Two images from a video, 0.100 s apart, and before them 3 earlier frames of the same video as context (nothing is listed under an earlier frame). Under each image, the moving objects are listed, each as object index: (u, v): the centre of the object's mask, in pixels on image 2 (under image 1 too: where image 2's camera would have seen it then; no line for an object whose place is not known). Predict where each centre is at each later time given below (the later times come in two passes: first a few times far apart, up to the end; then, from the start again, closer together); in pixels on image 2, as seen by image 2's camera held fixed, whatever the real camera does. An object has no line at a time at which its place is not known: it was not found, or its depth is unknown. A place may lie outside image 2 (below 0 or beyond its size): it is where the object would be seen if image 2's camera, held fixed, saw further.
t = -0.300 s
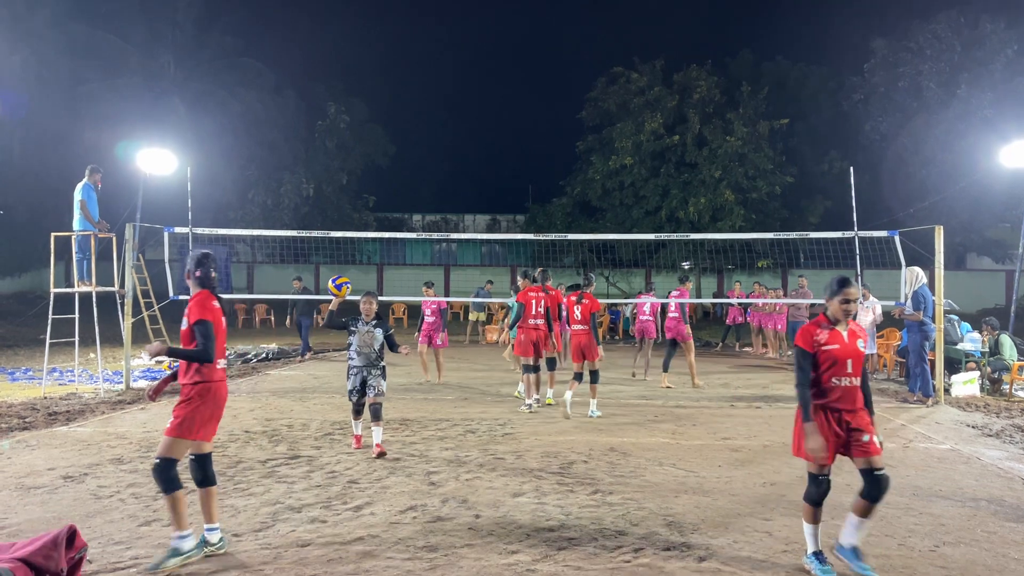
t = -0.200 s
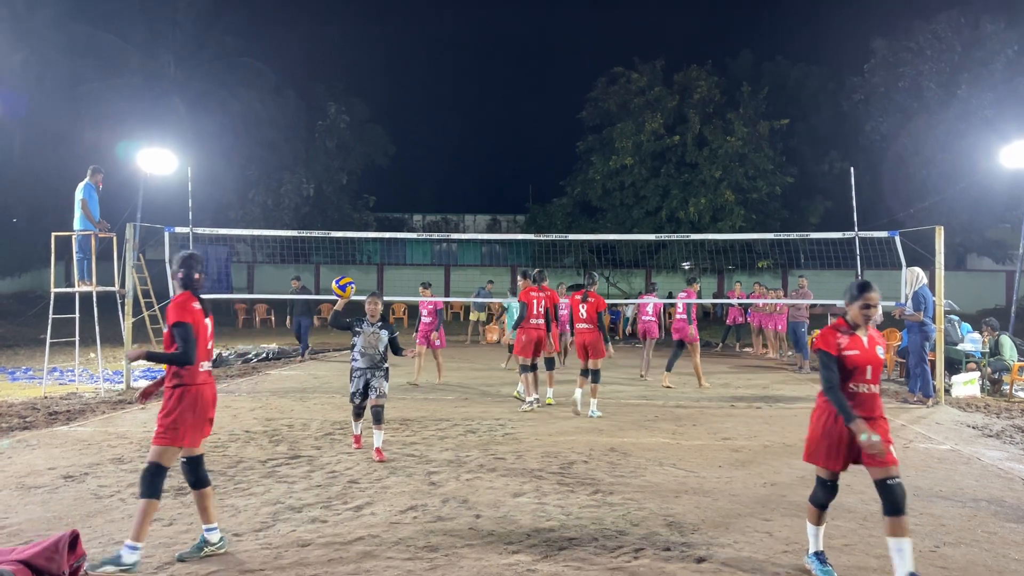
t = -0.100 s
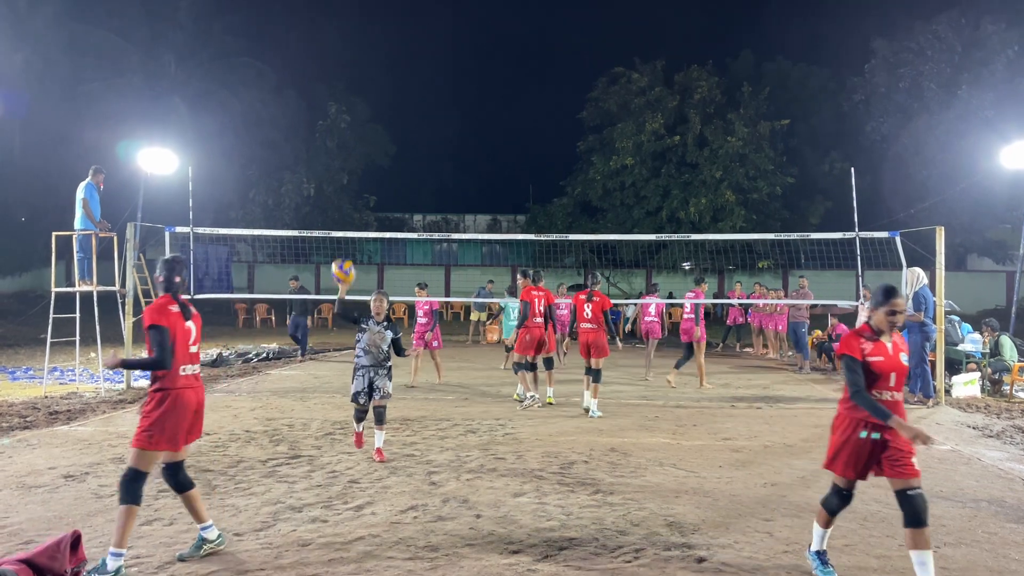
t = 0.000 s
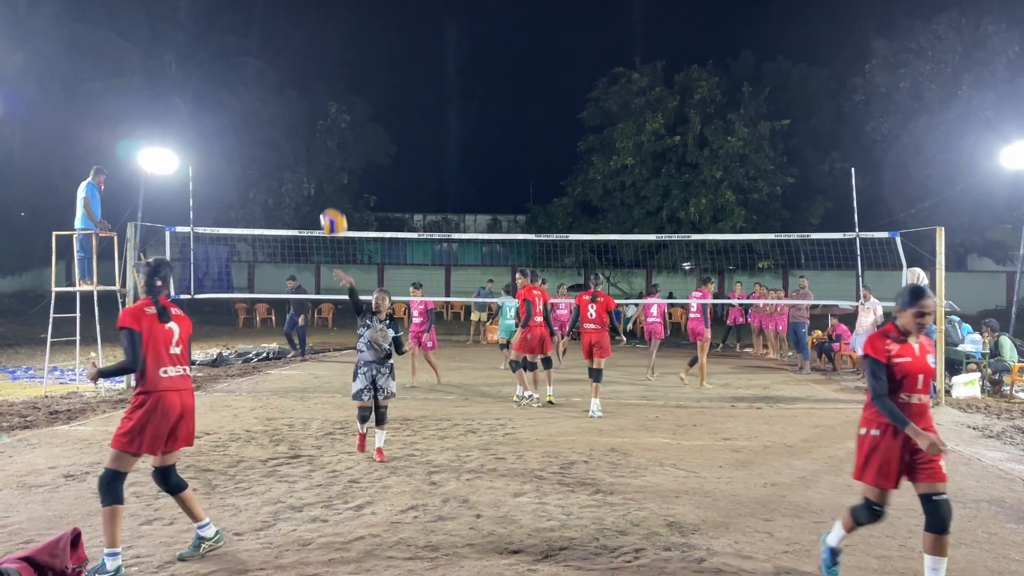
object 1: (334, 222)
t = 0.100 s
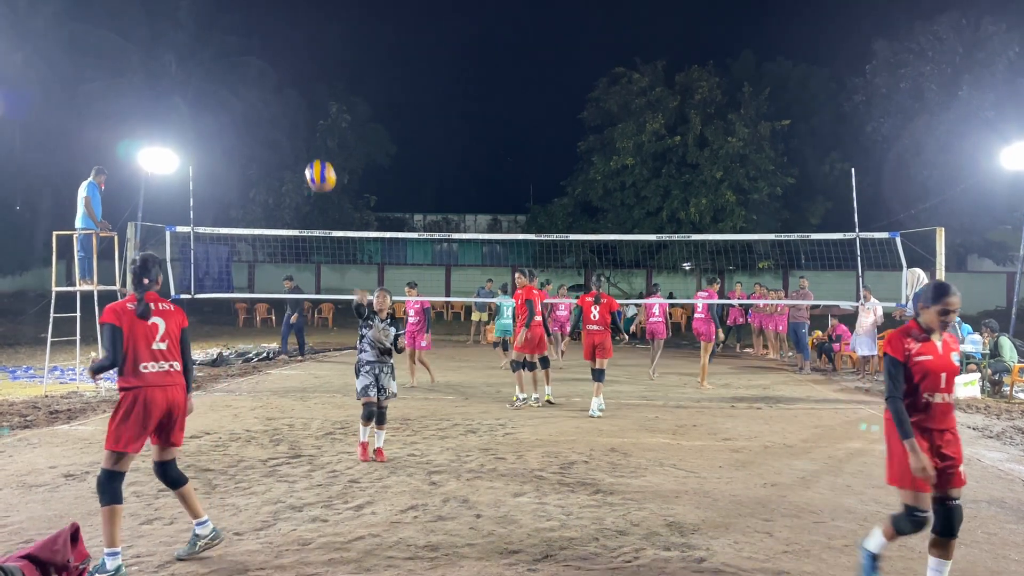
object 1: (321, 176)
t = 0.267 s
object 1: (292, 108)
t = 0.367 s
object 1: (270, 79)
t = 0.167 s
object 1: (310, 147)
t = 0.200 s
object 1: (305, 133)
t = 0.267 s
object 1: (292, 108)
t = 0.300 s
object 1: (285, 97)
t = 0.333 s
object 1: (278, 88)
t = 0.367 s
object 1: (270, 79)
